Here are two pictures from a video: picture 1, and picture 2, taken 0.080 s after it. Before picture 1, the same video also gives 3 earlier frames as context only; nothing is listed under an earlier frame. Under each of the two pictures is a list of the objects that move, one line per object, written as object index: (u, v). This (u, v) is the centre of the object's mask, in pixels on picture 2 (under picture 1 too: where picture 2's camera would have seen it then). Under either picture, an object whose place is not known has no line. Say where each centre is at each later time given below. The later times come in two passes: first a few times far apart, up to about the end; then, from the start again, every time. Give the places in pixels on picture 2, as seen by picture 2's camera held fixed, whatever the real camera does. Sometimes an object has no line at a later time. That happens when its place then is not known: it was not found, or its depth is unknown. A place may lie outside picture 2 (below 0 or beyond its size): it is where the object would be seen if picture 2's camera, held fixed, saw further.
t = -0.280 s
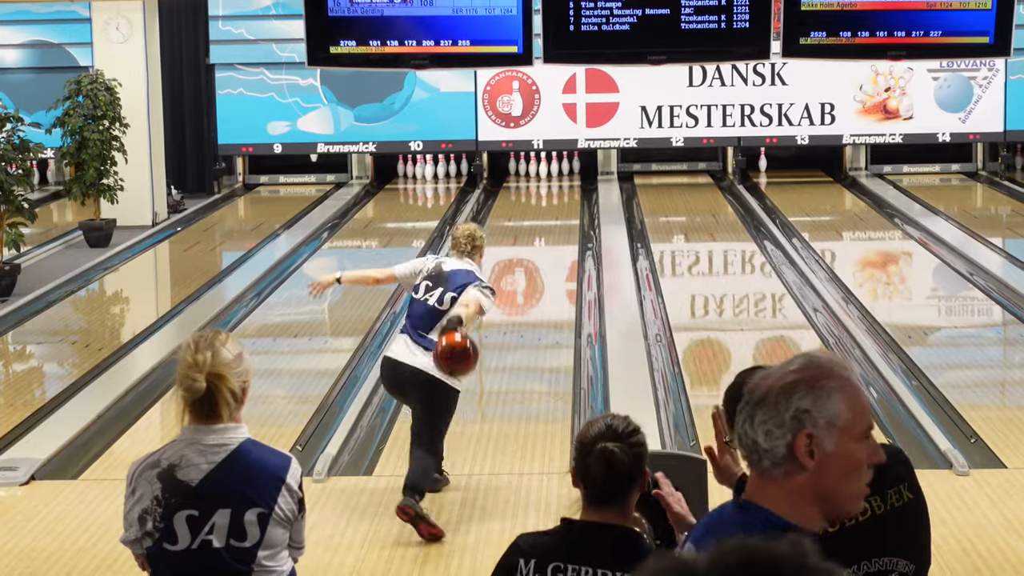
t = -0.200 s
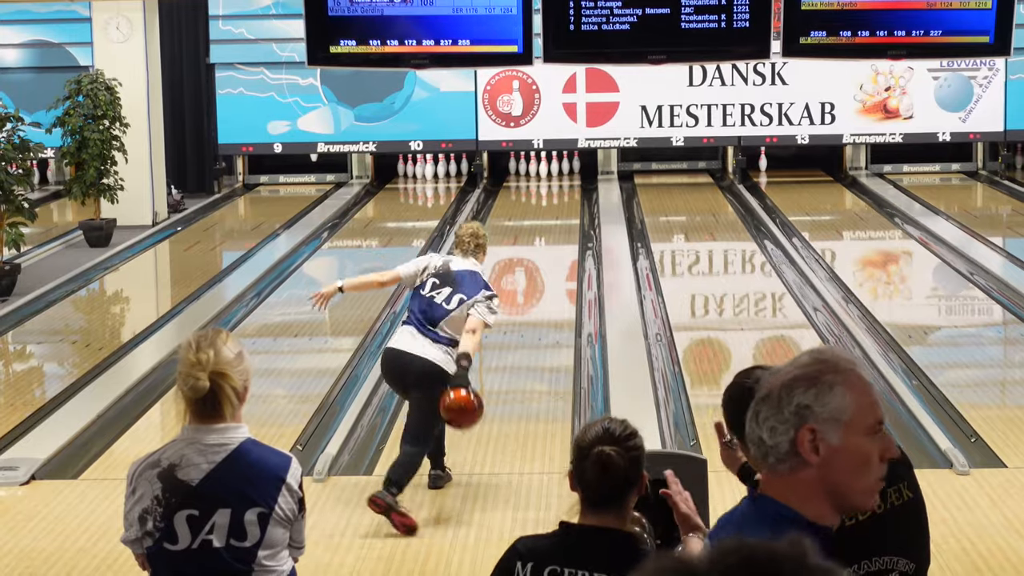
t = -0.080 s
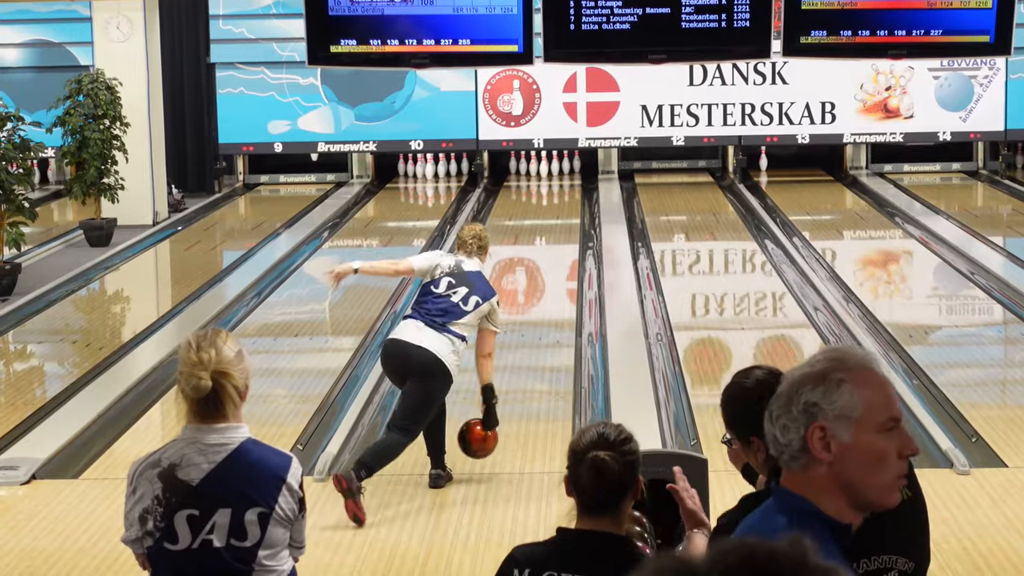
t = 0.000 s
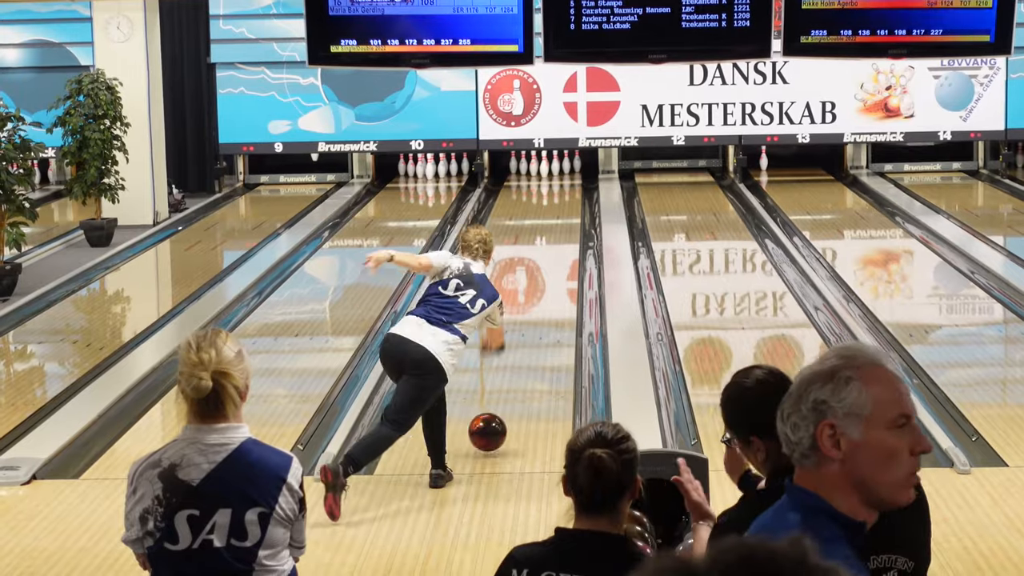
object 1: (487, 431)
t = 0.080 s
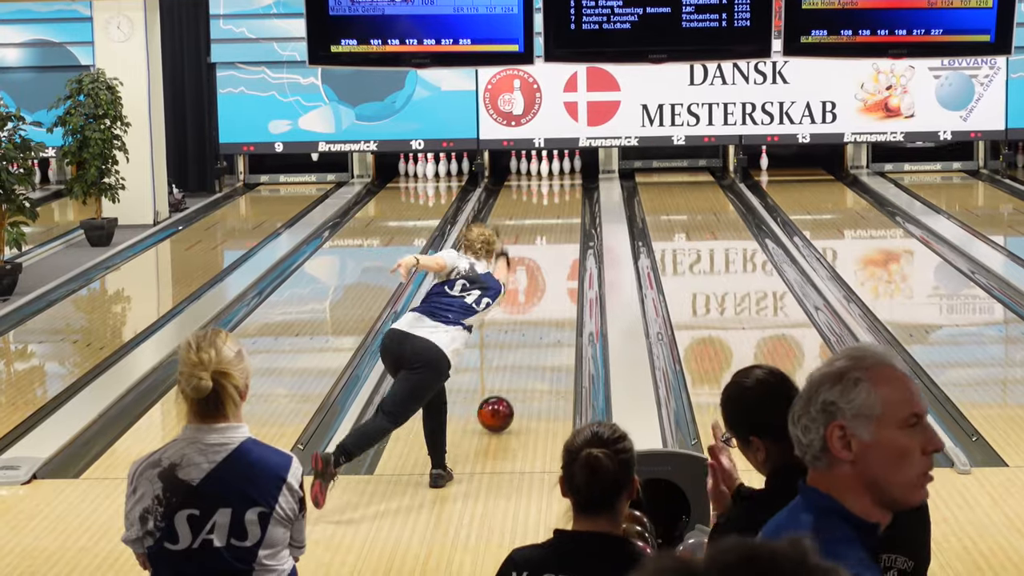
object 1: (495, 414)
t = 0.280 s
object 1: (512, 370)
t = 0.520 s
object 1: (527, 327)
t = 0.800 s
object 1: (540, 288)
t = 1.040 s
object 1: (548, 261)
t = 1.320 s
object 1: (554, 237)
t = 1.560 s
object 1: (558, 219)
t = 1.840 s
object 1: (560, 202)
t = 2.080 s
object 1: (559, 189)
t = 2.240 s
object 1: (557, 183)
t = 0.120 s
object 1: (499, 405)
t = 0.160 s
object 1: (503, 396)
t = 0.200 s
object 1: (506, 387)
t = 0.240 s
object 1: (509, 378)
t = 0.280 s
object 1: (512, 370)
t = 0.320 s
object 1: (515, 362)
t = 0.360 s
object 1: (517, 354)
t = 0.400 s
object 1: (520, 347)
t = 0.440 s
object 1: (522, 340)
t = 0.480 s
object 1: (525, 333)
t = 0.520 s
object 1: (527, 327)
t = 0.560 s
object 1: (529, 320)
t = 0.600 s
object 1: (531, 315)
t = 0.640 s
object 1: (533, 309)
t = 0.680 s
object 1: (535, 303)
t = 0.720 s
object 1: (536, 298)
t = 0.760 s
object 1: (538, 293)
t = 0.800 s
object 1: (540, 288)
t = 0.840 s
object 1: (541, 283)
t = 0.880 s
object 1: (543, 279)
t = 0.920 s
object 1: (544, 274)
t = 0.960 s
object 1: (546, 270)
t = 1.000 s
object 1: (547, 266)
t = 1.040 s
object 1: (548, 261)
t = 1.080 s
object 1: (549, 258)
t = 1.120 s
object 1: (550, 254)
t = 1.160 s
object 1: (551, 250)
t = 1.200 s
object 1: (552, 247)
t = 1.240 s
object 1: (553, 243)
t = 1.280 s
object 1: (554, 240)
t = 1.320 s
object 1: (554, 237)
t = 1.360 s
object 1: (555, 234)
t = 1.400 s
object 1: (556, 230)
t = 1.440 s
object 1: (556, 228)
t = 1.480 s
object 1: (557, 225)
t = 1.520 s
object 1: (557, 222)
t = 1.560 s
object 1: (558, 219)
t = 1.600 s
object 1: (558, 217)
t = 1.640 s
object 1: (559, 214)
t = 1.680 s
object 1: (559, 211)
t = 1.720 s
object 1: (560, 209)
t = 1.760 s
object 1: (560, 206)
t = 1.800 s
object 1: (560, 204)
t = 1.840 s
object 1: (560, 202)
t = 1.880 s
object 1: (560, 199)
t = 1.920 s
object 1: (560, 197)
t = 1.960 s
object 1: (560, 195)
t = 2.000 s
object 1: (560, 193)
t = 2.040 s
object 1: (559, 191)
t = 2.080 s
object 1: (559, 189)
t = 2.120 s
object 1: (558, 188)
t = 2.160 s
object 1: (558, 185)
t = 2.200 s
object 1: (558, 184)
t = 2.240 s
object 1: (557, 183)
